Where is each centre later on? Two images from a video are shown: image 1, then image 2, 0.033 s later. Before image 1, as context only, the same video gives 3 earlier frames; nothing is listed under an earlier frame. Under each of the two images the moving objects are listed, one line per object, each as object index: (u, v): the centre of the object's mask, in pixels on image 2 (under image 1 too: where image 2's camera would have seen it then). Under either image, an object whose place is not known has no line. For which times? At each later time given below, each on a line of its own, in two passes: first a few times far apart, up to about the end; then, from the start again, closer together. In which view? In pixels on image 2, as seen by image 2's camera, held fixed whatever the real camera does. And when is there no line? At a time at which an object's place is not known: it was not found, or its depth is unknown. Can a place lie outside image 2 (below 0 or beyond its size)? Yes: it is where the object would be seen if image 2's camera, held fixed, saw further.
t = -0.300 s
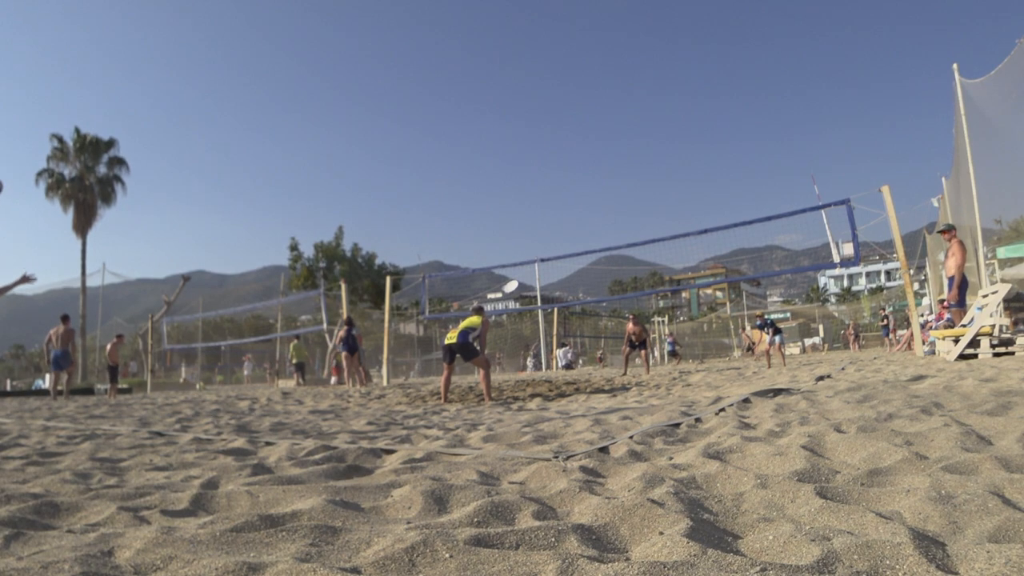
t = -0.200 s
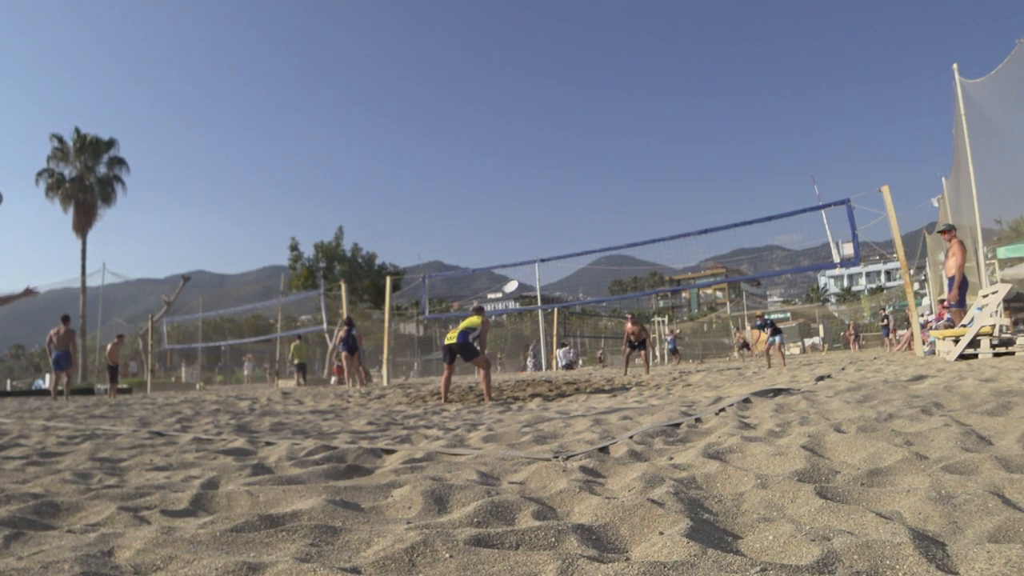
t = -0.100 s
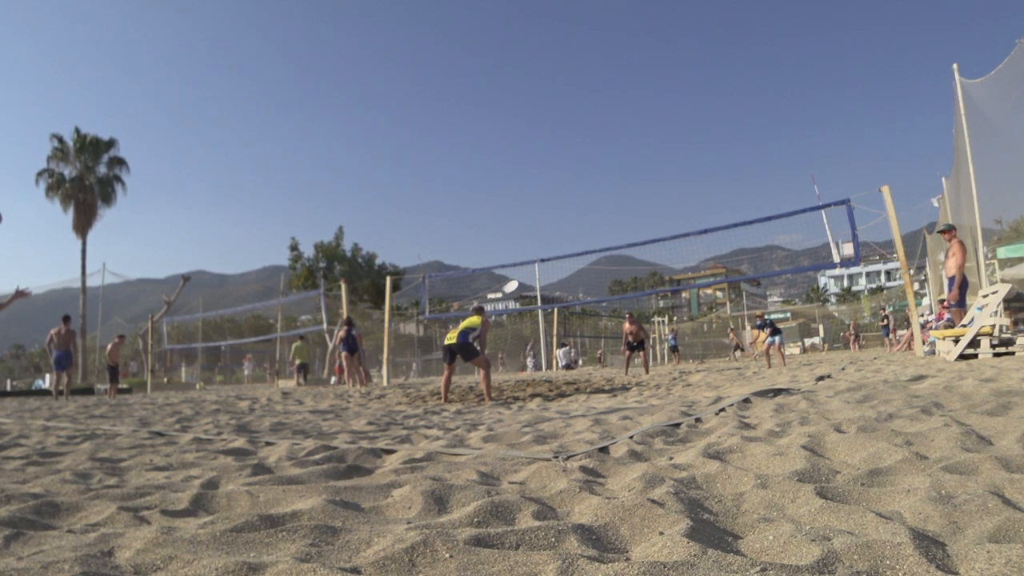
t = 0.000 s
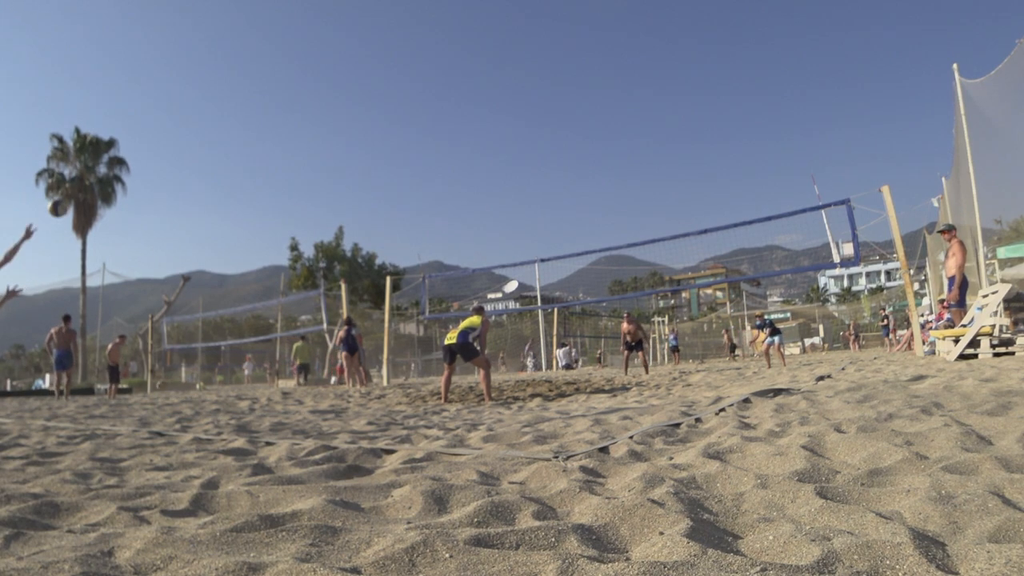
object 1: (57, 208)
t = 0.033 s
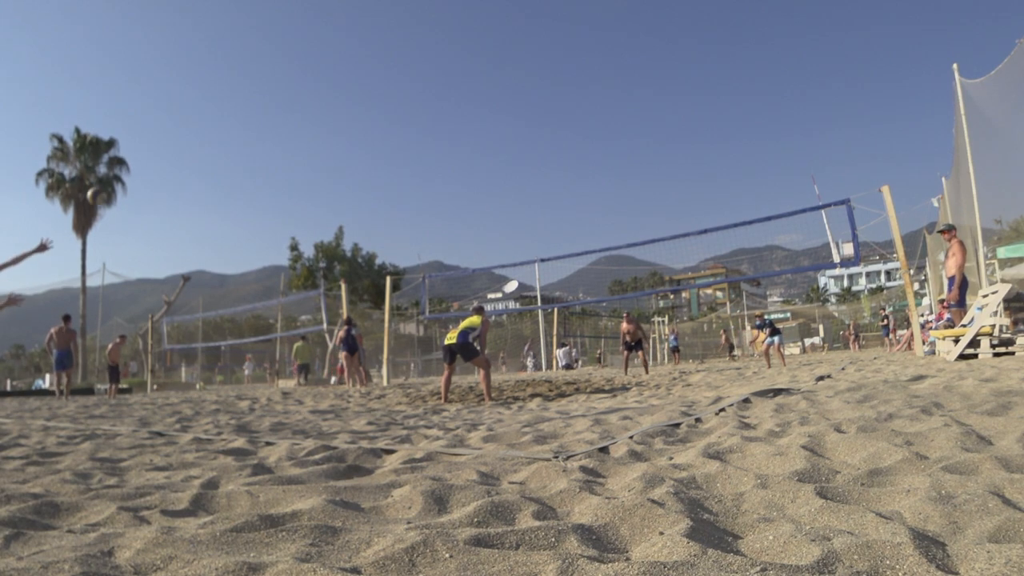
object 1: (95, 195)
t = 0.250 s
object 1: (310, 154)
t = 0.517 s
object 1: (493, 162)
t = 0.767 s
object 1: (613, 199)
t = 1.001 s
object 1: (695, 248)
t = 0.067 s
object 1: (134, 186)
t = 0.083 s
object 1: (153, 181)
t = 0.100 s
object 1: (170, 176)
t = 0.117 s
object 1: (187, 172)
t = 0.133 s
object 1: (204, 169)
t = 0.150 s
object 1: (220, 166)
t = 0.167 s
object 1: (236, 163)
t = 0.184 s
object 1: (252, 160)
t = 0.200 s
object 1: (267, 159)
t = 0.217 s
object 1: (282, 157)
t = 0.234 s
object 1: (296, 155)
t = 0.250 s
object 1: (310, 154)
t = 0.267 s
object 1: (324, 153)
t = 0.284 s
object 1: (337, 153)
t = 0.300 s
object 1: (350, 152)
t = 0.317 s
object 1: (363, 152)
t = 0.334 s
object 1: (375, 152)
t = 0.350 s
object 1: (387, 152)
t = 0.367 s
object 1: (399, 152)
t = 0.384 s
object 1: (410, 153)
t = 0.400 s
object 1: (422, 153)
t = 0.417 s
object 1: (433, 154)
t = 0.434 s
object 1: (443, 155)
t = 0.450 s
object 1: (453, 156)
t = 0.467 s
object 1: (463, 158)
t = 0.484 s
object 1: (473, 159)
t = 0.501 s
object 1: (483, 161)
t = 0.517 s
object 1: (493, 162)
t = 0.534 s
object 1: (502, 164)
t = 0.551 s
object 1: (511, 165)
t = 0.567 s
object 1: (520, 168)
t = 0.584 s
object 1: (529, 170)
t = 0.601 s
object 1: (538, 172)
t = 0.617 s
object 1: (546, 175)
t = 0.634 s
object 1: (554, 177)
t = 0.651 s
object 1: (562, 180)
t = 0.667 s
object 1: (570, 182)
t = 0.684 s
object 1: (577, 185)
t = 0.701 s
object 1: (585, 187)
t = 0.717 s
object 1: (592, 190)
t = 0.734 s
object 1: (599, 193)
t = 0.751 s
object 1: (606, 195)
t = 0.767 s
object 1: (613, 199)
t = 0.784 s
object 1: (620, 201)
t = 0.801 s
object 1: (627, 205)
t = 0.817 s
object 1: (633, 207)
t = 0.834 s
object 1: (639, 211)
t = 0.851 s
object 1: (646, 215)
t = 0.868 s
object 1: (651, 218)
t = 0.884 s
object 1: (657, 222)
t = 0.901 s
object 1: (663, 225)
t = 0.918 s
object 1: (669, 229)
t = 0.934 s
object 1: (673, 232)
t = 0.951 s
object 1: (680, 236)
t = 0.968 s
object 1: (685, 240)
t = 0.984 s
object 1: (690, 243)
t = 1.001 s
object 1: (695, 248)
